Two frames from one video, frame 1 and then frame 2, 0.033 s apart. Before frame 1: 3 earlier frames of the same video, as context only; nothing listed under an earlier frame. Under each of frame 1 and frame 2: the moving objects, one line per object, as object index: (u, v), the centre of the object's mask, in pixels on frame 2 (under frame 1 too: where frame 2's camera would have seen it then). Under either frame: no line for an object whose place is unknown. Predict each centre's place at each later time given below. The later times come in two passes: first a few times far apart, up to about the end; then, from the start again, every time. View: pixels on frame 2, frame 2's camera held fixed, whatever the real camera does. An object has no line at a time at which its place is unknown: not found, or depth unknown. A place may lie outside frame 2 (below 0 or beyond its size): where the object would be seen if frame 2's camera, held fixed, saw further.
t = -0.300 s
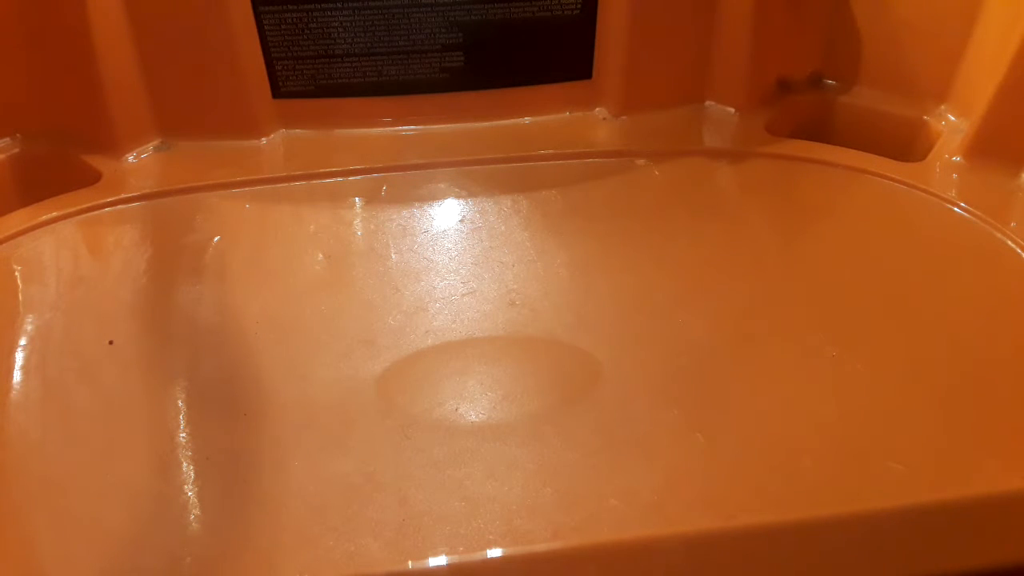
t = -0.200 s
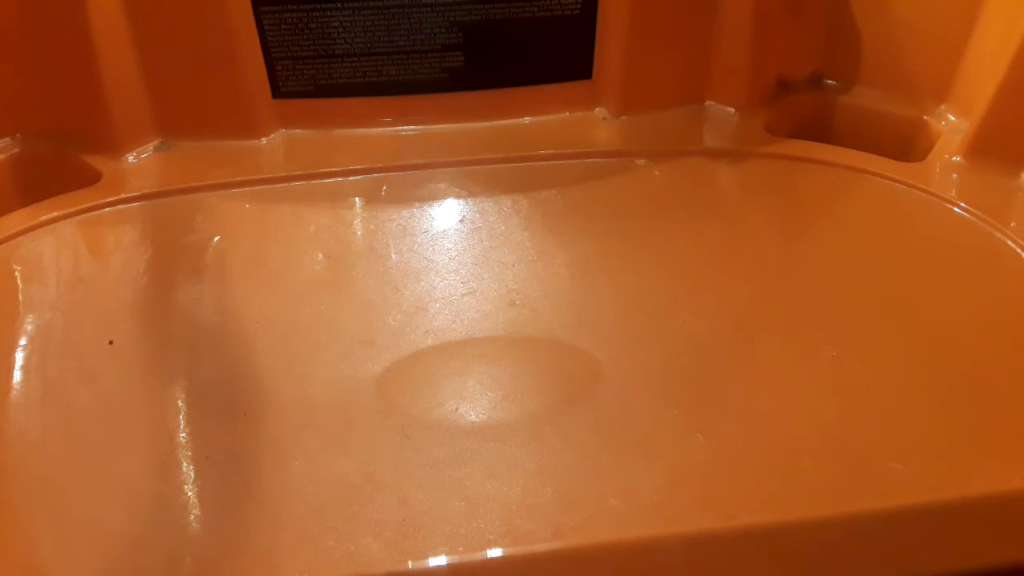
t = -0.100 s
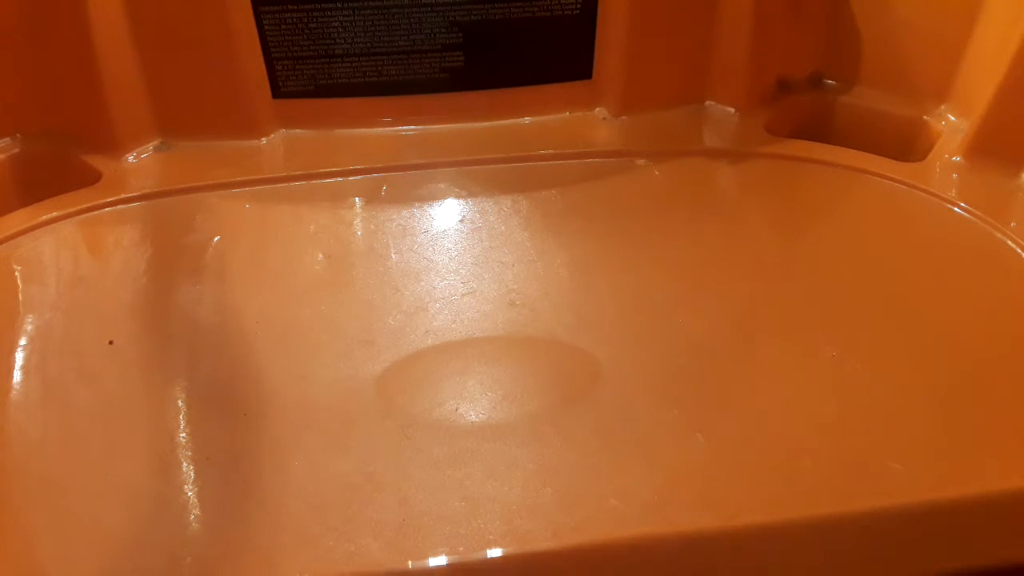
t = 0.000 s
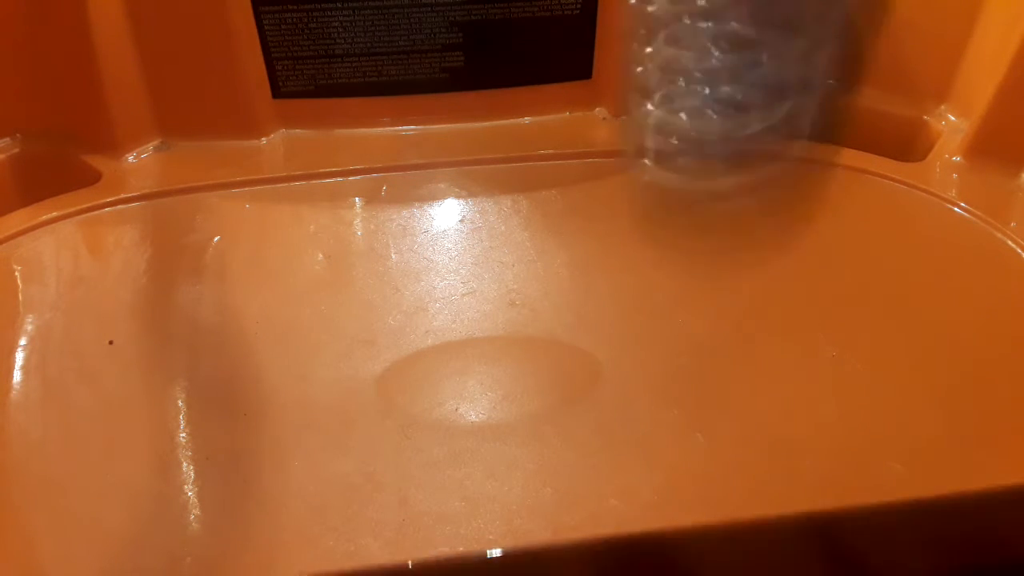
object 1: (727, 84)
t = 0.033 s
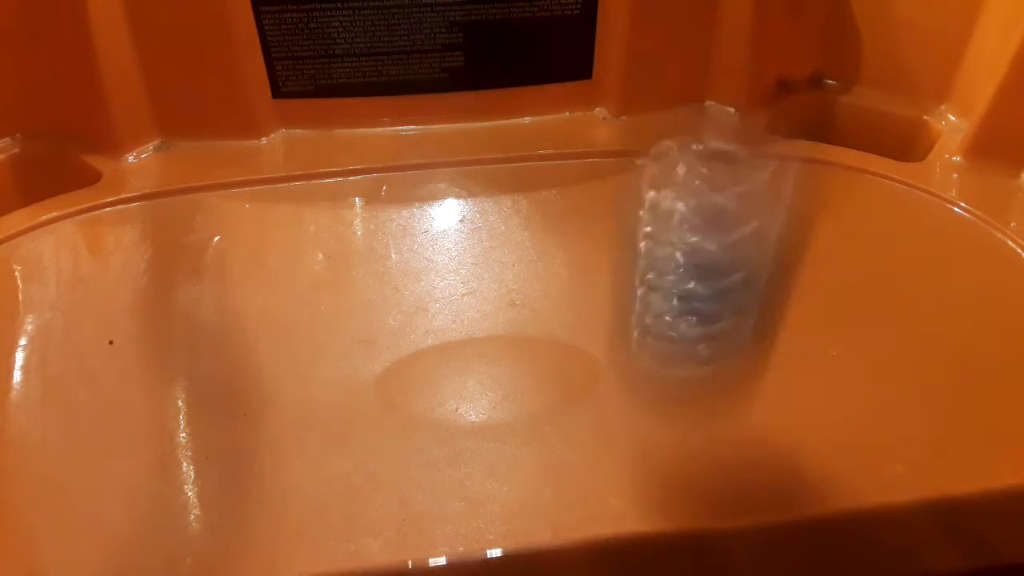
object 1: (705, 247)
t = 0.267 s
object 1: (598, 158)
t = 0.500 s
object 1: (514, 207)
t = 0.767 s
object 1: (374, 284)
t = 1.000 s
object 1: (272, 351)
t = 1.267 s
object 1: (222, 424)
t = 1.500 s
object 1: (235, 464)
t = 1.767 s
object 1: (314, 465)
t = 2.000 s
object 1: (398, 429)
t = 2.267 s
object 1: (430, 363)
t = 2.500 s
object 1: (394, 314)
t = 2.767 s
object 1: (359, 298)
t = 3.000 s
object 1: (345, 294)
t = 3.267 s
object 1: (347, 303)
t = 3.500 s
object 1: (376, 321)
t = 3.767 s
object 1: (441, 318)
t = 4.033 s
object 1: (497, 323)
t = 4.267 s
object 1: (542, 339)
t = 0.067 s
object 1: (681, 337)
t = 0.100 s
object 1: (671, 233)
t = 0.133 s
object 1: (661, 170)
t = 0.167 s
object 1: (647, 127)
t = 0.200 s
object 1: (631, 119)
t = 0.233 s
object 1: (615, 125)
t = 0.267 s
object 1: (598, 158)
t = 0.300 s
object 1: (584, 184)
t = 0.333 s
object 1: (573, 159)
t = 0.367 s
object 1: (564, 155)
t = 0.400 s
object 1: (555, 173)
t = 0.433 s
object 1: (541, 184)
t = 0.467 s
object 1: (529, 193)
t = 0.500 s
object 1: (514, 207)
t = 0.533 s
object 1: (497, 217)
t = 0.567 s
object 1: (477, 228)
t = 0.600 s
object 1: (456, 238)
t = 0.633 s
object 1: (437, 248)
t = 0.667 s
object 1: (419, 257)
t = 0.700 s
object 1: (403, 266)
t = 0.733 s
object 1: (388, 276)
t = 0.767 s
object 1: (374, 284)
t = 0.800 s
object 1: (360, 293)
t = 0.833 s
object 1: (346, 301)
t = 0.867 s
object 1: (330, 310)
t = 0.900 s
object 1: (315, 320)
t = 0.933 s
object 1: (299, 331)
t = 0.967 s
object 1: (284, 342)
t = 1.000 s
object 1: (272, 351)
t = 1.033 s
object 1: (260, 361)
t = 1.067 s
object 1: (252, 370)
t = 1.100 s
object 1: (244, 381)
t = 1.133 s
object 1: (238, 390)
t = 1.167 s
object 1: (233, 399)
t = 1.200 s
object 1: (228, 408)
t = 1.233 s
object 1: (225, 416)
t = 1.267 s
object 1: (222, 424)
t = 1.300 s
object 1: (220, 432)
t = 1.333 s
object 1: (220, 439)
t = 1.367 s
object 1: (221, 446)
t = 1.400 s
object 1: (223, 451)
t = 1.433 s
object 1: (226, 456)
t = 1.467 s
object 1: (230, 461)
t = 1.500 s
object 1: (235, 464)
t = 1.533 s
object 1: (241, 467)
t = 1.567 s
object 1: (249, 469)
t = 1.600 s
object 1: (257, 471)
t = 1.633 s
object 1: (267, 471)
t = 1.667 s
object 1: (278, 471)
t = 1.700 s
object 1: (289, 470)
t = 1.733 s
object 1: (301, 468)
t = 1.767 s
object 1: (314, 465)
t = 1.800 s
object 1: (327, 462)
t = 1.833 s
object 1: (339, 459)
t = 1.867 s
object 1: (352, 454)
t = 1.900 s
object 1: (364, 449)
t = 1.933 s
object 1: (376, 443)
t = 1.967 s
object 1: (387, 436)
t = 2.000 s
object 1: (398, 429)
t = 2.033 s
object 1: (407, 422)
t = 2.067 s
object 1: (415, 414)
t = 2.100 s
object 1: (422, 405)
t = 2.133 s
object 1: (427, 397)
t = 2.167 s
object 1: (430, 389)
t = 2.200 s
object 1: (433, 380)
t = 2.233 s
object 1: (434, 371)
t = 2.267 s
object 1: (430, 363)
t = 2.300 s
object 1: (424, 356)
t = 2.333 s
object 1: (418, 348)
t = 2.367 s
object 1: (413, 341)
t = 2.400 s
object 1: (408, 334)
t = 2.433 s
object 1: (403, 327)
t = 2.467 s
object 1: (398, 321)
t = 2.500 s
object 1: (394, 314)
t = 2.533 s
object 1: (388, 310)
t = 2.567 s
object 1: (382, 307)
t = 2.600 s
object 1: (377, 306)
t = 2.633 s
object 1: (372, 304)
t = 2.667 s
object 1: (369, 303)
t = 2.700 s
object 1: (365, 301)
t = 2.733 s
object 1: (362, 299)
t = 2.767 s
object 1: (359, 298)
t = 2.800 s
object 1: (356, 297)
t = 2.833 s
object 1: (354, 296)
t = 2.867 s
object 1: (352, 295)
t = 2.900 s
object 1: (350, 294)
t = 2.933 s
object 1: (348, 294)
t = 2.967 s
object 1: (347, 294)
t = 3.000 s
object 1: (345, 294)
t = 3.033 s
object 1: (344, 295)
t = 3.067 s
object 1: (344, 295)
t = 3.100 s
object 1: (344, 296)
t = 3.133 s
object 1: (344, 298)
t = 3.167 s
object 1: (344, 299)
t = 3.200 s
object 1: (345, 300)
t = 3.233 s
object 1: (346, 301)
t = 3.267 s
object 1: (347, 303)
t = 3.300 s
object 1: (349, 305)
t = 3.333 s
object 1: (352, 307)
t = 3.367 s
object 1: (356, 309)
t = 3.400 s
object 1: (360, 312)
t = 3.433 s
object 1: (365, 315)
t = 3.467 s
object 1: (370, 318)
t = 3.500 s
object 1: (376, 321)
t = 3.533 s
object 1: (382, 324)
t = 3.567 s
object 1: (389, 325)
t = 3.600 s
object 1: (397, 323)
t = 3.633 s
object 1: (406, 321)
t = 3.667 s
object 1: (415, 320)
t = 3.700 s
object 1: (424, 319)
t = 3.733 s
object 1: (433, 318)
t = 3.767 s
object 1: (441, 318)
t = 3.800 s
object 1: (448, 318)
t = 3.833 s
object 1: (456, 318)
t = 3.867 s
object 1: (464, 318)
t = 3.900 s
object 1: (471, 319)
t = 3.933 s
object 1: (478, 319)
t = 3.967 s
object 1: (484, 320)
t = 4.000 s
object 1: (491, 321)
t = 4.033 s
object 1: (497, 323)
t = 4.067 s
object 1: (504, 324)
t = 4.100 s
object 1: (511, 326)
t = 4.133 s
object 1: (517, 328)
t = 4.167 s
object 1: (523, 331)
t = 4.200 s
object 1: (529, 334)
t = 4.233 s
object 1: (536, 336)
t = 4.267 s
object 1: (542, 339)
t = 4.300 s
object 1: (549, 342)
